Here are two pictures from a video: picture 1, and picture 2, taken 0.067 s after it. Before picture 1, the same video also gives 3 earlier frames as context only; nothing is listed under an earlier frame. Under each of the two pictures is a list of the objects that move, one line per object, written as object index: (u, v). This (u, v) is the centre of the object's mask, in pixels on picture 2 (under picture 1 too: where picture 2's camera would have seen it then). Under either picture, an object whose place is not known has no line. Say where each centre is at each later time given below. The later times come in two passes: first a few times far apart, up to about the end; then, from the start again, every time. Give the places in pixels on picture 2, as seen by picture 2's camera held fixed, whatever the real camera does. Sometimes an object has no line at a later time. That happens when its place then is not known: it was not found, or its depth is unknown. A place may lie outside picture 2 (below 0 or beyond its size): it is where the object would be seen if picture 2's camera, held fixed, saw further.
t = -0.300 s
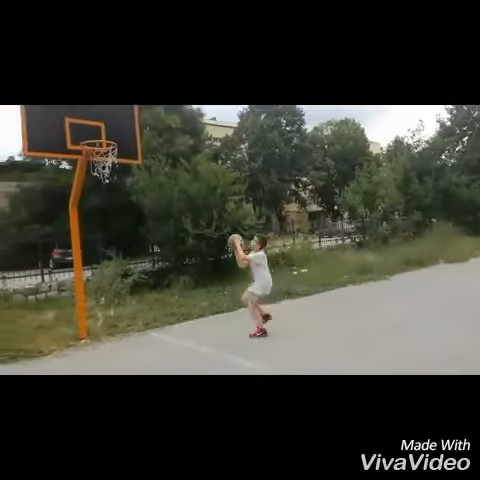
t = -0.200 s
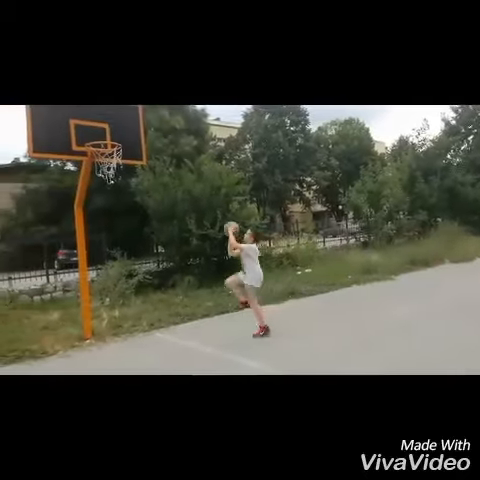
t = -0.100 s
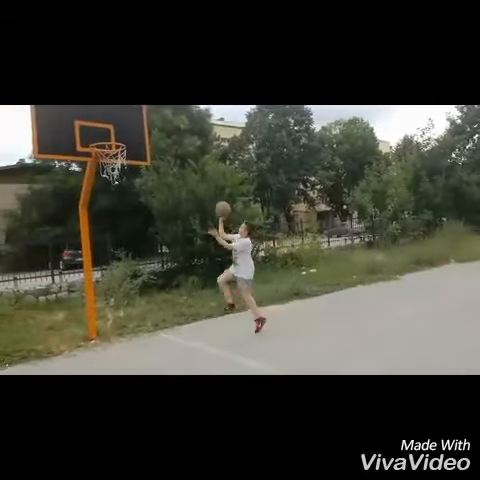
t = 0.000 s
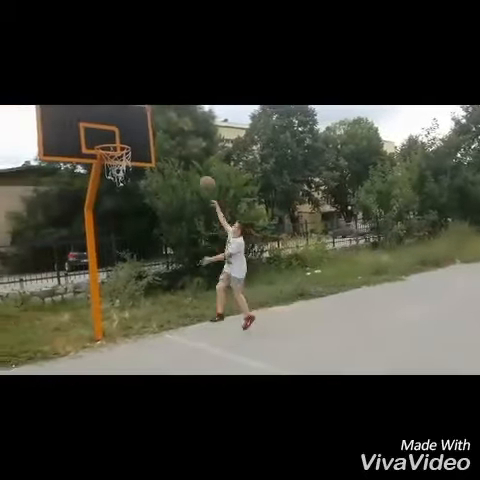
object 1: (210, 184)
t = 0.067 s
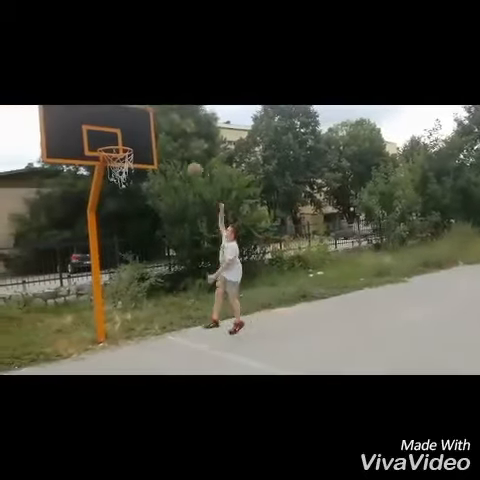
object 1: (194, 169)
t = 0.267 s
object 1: (154, 141)
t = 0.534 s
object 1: (113, 138)
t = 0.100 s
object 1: (188, 165)
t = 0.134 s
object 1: (180, 157)
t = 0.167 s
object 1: (173, 152)
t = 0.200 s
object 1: (166, 149)
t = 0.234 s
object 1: (161, 143)
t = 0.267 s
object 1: (154, 141)
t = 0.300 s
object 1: (146, 139)
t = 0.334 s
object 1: (139, 138)
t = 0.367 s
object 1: (133, 137)
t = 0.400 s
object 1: (126, 136)
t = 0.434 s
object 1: (121, 136)
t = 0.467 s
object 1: (115, 138)
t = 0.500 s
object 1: (114, 138)
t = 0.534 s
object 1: (113, 138)
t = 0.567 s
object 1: (112, 138)
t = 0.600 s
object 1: (112, 139)
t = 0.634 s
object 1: (111, 141)
